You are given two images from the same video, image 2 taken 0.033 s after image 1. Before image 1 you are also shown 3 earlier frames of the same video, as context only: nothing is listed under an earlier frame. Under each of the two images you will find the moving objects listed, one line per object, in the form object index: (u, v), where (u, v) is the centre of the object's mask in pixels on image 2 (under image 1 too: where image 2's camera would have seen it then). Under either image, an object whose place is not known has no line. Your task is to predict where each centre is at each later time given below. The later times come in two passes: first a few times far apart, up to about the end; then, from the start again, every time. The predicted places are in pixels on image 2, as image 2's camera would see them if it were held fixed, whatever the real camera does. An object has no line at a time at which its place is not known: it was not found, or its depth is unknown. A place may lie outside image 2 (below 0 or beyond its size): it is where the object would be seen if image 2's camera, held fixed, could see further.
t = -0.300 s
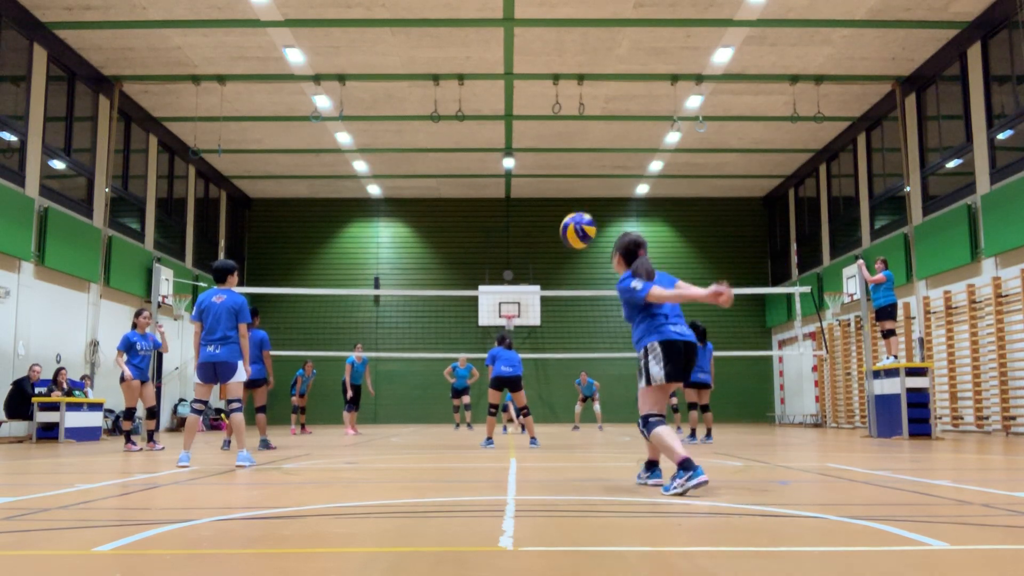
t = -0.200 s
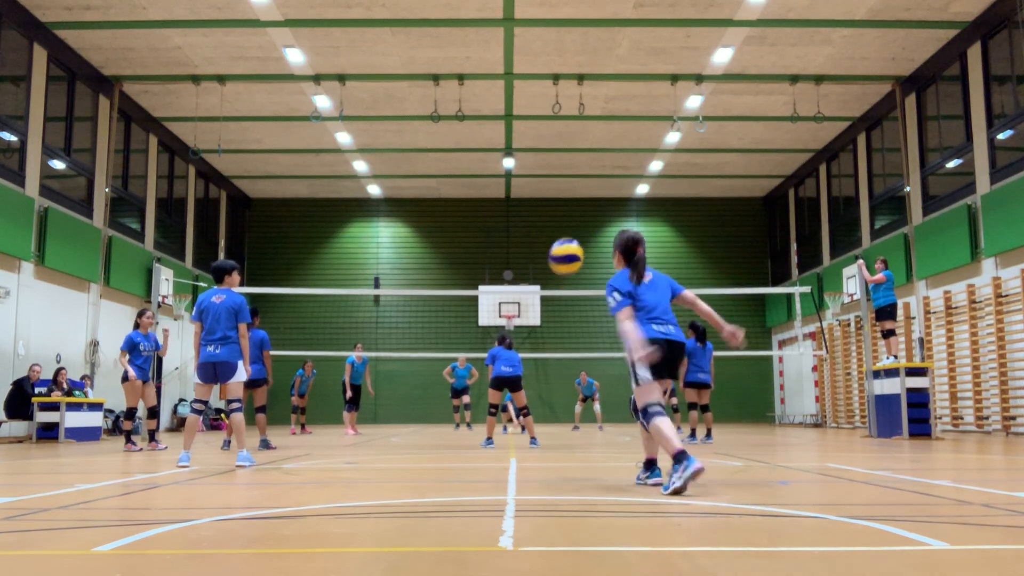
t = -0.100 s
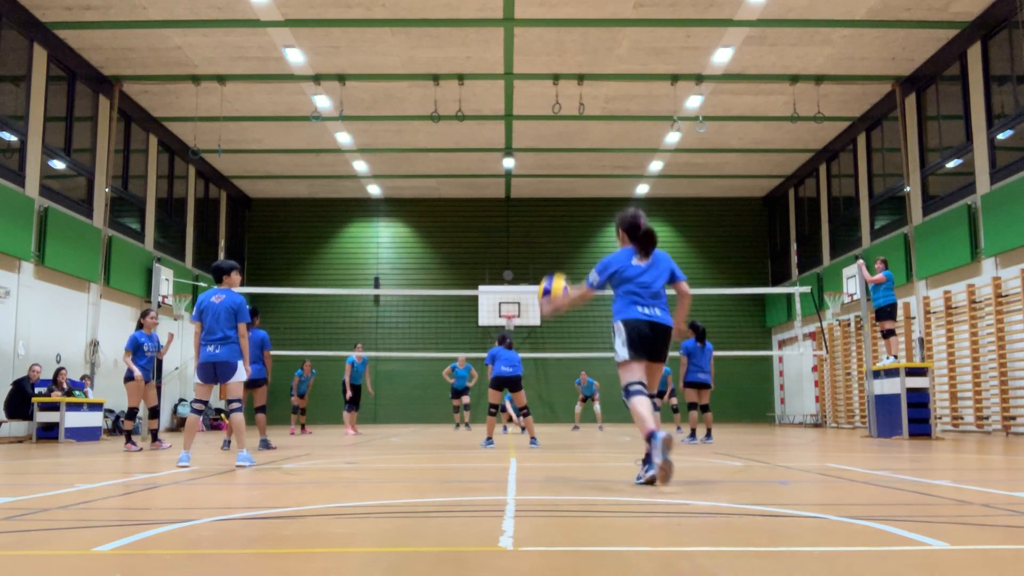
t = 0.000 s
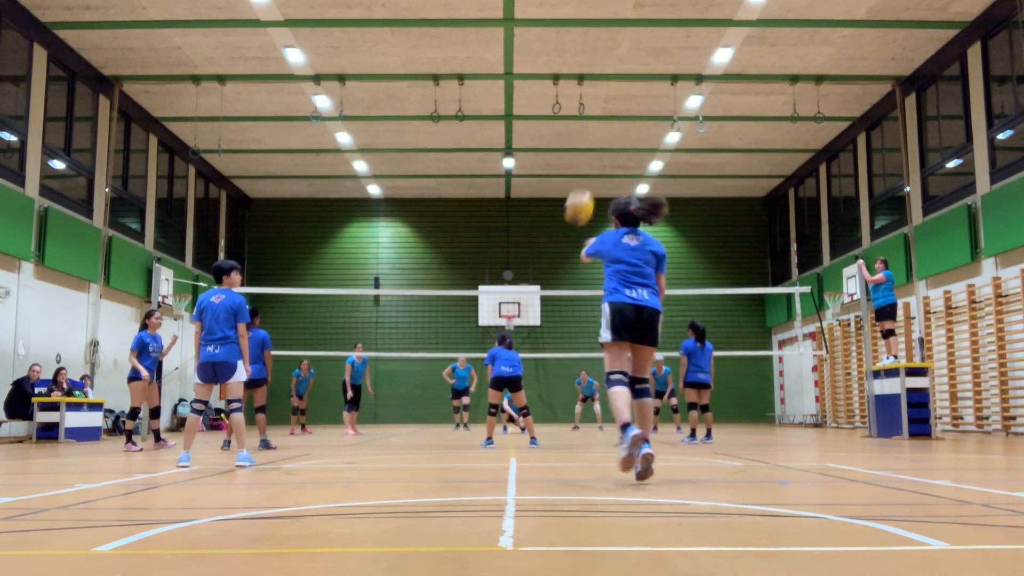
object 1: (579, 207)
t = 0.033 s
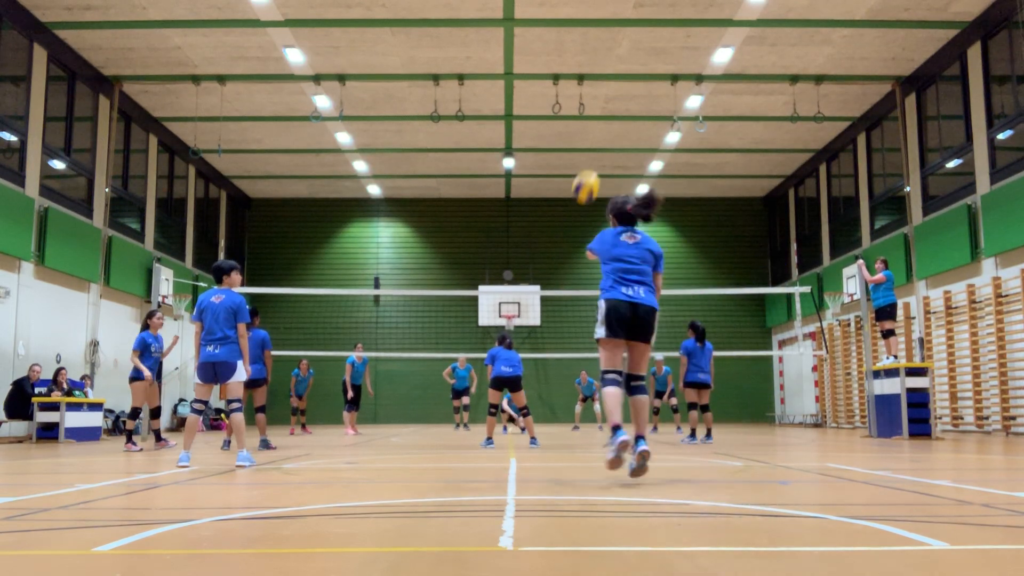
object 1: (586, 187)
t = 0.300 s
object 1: (626, 120)
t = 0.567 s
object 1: (649, 135)
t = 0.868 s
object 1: (668, 197)
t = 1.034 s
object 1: (676, 239)
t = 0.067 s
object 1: (593, 170)
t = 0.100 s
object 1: (599, 156)
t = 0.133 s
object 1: (604, 145)
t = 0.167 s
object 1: (608, 137)
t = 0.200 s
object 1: (614, 130)
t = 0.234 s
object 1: (619, 126)
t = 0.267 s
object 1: (622, 122)
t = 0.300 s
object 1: (626, 120)
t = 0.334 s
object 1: (629, 119)
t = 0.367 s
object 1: (632, 119)
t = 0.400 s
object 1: (636, 120)
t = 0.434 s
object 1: (638, 121)
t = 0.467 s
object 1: (641, 124)
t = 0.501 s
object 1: (644, 127)
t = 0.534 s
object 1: (647, 132)
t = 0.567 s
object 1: (649, 135)
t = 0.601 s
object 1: (651, 141)
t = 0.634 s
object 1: (654, 146)
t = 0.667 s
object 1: (656, 152)
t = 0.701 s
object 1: (658, 157)
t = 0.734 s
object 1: (661, 165)
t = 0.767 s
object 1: (663, 173)
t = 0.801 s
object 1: (663, 179)
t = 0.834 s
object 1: (666, 187)
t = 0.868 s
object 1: (668, 197)
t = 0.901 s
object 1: (669, 204)
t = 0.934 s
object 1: (671, 212)
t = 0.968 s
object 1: (673, 221)
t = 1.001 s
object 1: (675, 230)
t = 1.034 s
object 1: (676, 239)
